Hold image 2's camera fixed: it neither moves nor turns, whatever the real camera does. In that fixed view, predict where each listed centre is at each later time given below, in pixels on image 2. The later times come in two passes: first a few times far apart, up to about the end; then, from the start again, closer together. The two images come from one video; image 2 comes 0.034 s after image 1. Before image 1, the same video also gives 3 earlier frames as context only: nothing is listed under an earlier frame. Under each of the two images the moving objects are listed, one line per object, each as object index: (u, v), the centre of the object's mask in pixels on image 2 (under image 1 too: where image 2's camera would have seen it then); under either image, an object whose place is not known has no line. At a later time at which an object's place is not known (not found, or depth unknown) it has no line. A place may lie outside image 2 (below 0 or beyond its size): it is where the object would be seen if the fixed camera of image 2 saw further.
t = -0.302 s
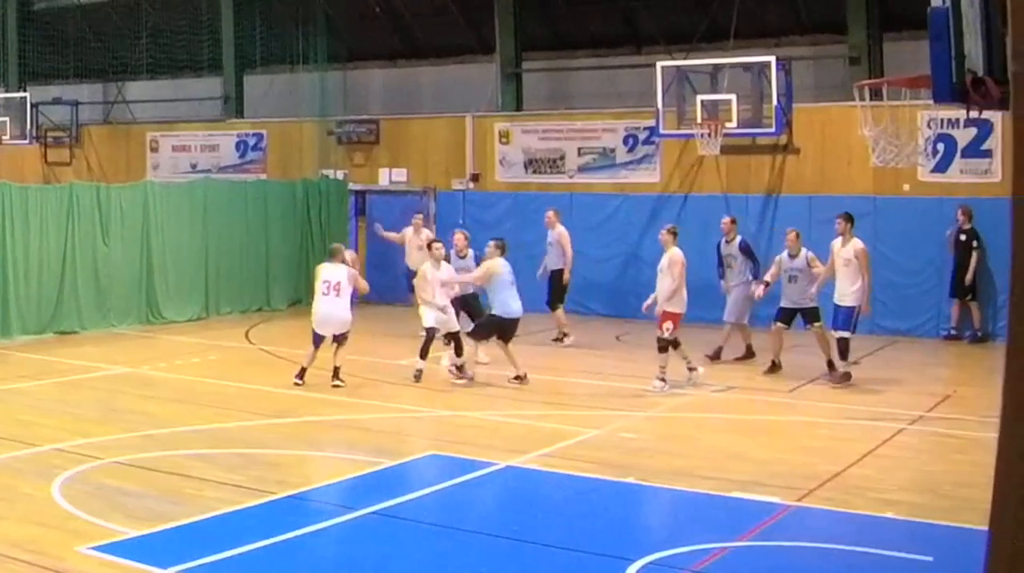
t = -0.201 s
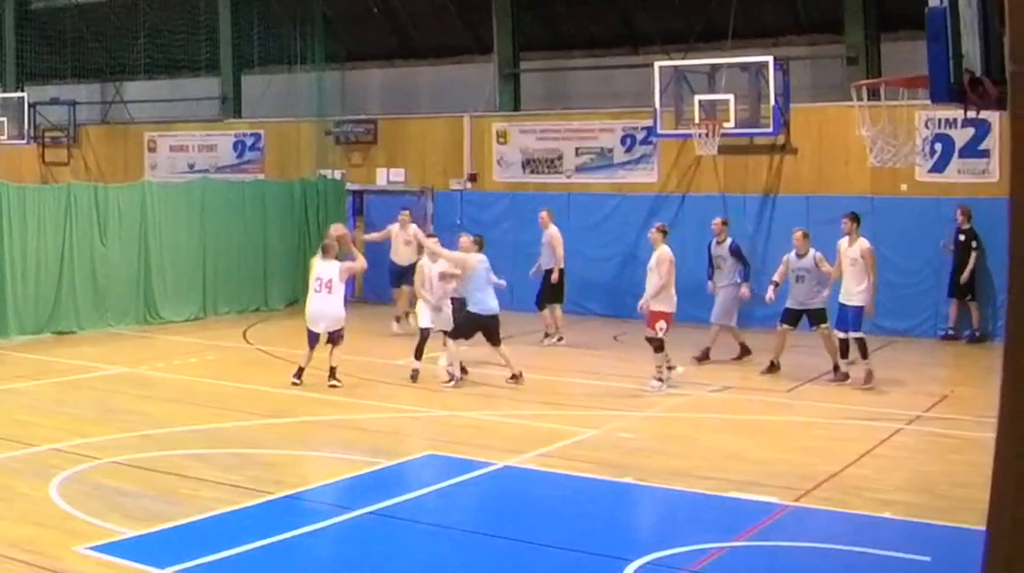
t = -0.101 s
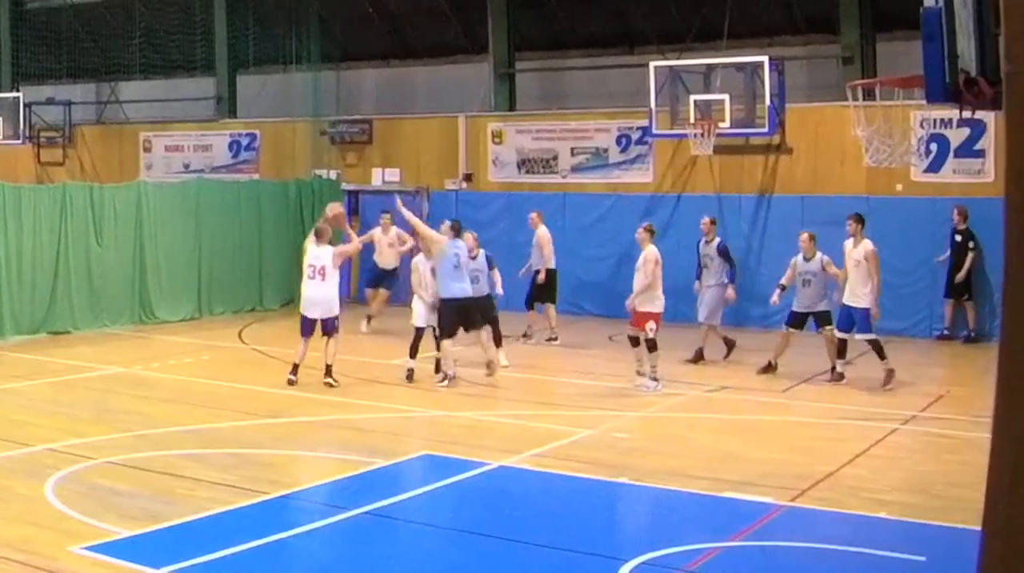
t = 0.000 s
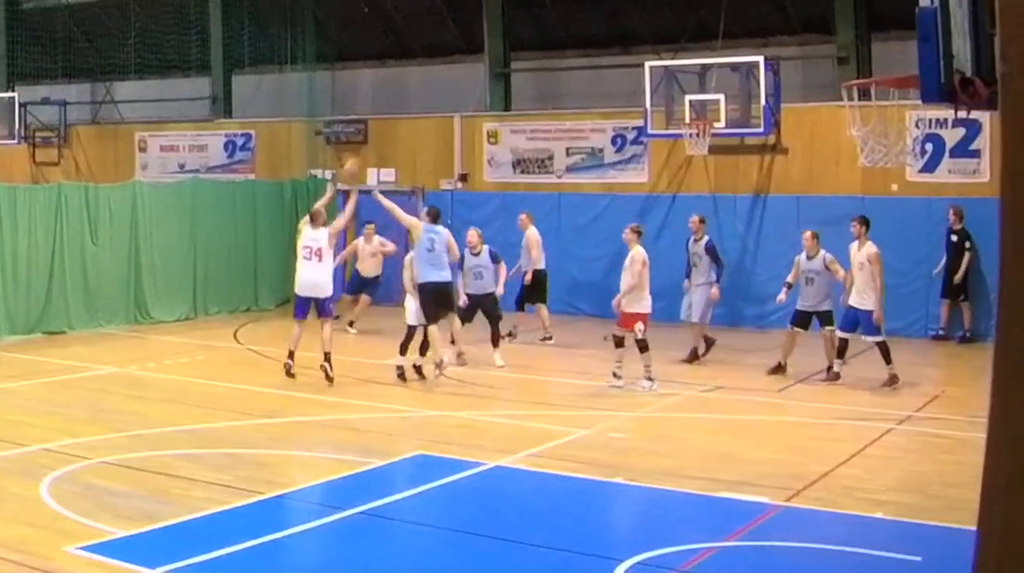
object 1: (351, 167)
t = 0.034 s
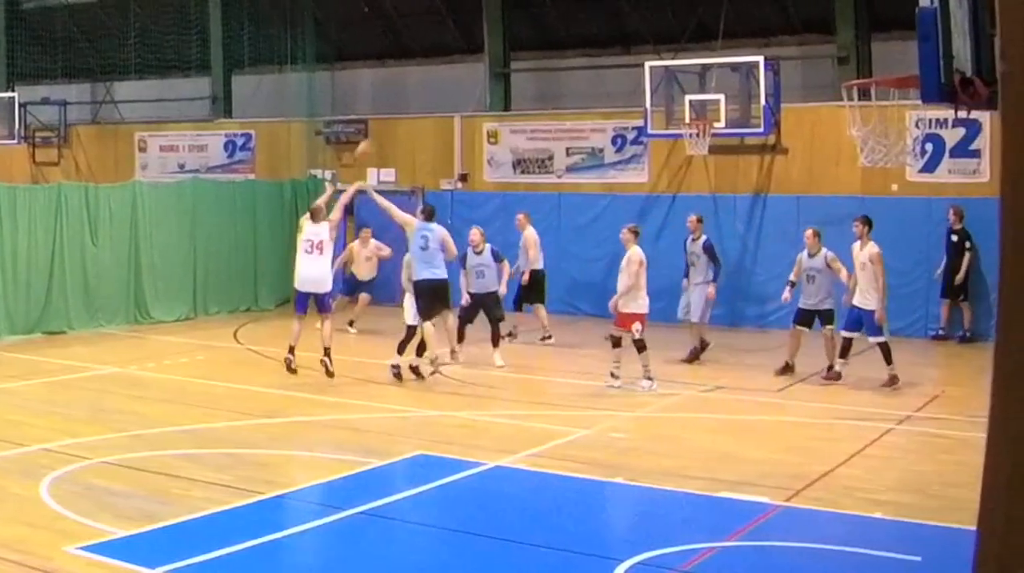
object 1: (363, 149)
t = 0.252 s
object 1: (442, 60)
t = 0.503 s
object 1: (519, 12)
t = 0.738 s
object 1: (585, 10)
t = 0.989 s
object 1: (651, 49)
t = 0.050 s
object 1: (370, 141)
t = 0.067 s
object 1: (376, 130)
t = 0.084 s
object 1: (385, 122)
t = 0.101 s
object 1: (390, 114)
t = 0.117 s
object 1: (397, 109)
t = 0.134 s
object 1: (403, 104)
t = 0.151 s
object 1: (408, 96)
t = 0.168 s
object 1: (414, 90)
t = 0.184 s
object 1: (418, 85)
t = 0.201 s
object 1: (424, 77)
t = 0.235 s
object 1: (437, 64)
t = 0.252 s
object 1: (442, 60)
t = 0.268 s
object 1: (447, 55)
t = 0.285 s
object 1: (453, 51)
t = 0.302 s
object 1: (458, 47)
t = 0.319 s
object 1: (463, 43)
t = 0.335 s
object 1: (469, 39)
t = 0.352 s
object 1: (474, 35)
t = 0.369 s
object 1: (479, 32)
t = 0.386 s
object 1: (484, 28)
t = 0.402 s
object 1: (489, 26)
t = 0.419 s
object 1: (494, 23)
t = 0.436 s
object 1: (500, 20)
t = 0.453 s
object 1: (504, 18)
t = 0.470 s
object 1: (509, 16)
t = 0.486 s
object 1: (515, 14)
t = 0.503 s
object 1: (519, 12)
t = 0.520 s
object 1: (524, 10)
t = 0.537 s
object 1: (530, 9)
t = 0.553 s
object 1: (534, 9)
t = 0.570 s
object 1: (539, 8)
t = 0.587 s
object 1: (544, 7)
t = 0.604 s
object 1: (548, 7)
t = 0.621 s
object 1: (553, 7)
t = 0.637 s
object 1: (558, 7)
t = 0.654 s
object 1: (563, 7)
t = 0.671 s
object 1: (567, 7)
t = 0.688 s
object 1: (572, 8)
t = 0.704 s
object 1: (577, 8)
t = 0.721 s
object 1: (581, 9)
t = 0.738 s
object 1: (585, 10)
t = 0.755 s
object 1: (590, 12)
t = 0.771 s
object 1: (595, 13)
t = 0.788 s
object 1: (600, 15)
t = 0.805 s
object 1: (604, 17)
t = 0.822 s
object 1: (608, 19)
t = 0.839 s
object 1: (612, 22)
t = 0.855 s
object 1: (617, 24)
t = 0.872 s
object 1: (621, 27)
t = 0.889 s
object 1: (625, 30)
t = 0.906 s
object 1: (630, 33)
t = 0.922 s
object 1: (634, 36)
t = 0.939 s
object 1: (639, 40)
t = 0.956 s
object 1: (642, 43)
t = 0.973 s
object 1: (647, 45)
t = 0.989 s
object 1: (651, 49)
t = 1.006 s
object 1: (655, 53)
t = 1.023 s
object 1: (660, 57)
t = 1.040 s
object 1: (664, 62)
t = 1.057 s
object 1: (667, 69)
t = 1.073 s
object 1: (672, 71)
